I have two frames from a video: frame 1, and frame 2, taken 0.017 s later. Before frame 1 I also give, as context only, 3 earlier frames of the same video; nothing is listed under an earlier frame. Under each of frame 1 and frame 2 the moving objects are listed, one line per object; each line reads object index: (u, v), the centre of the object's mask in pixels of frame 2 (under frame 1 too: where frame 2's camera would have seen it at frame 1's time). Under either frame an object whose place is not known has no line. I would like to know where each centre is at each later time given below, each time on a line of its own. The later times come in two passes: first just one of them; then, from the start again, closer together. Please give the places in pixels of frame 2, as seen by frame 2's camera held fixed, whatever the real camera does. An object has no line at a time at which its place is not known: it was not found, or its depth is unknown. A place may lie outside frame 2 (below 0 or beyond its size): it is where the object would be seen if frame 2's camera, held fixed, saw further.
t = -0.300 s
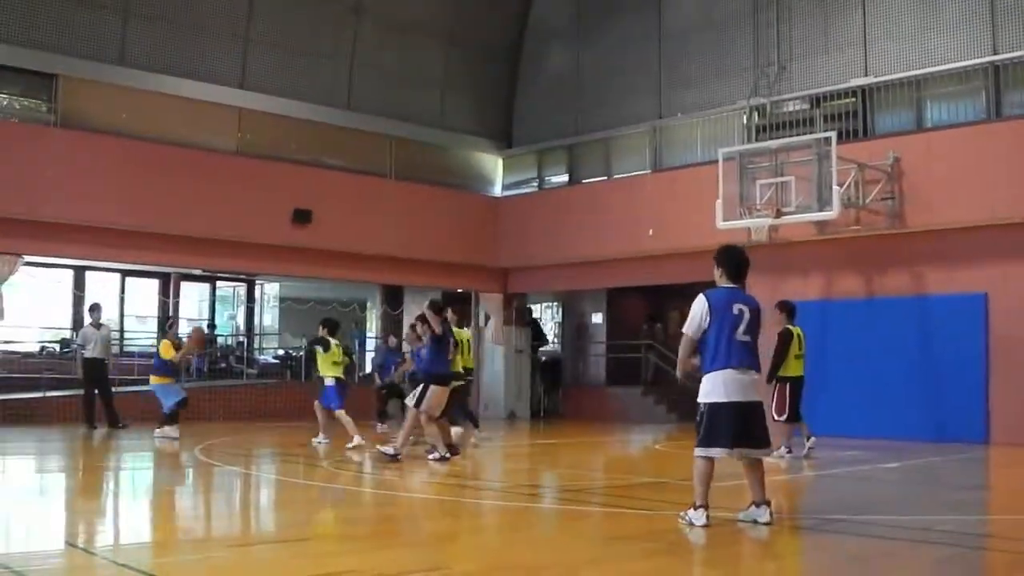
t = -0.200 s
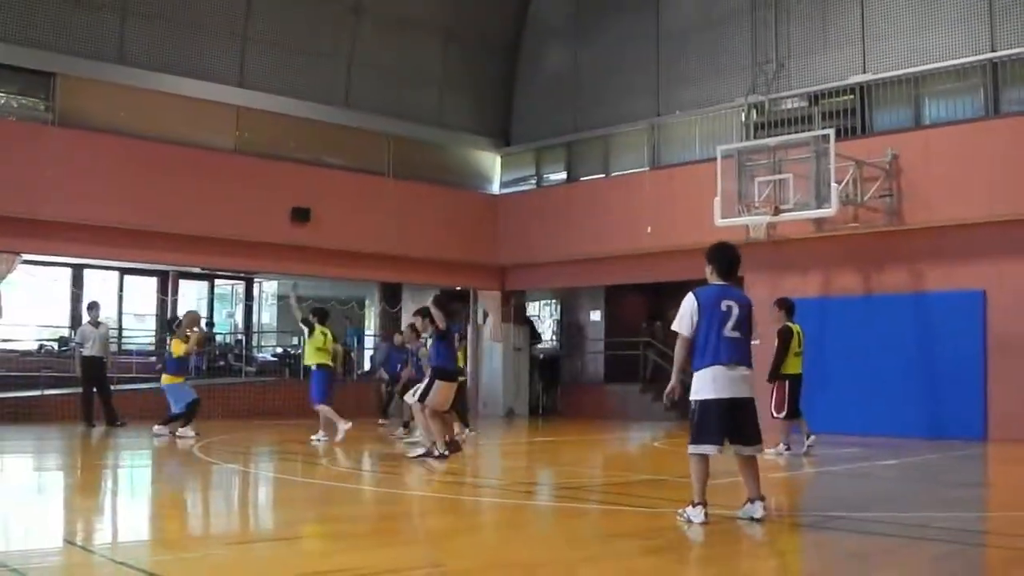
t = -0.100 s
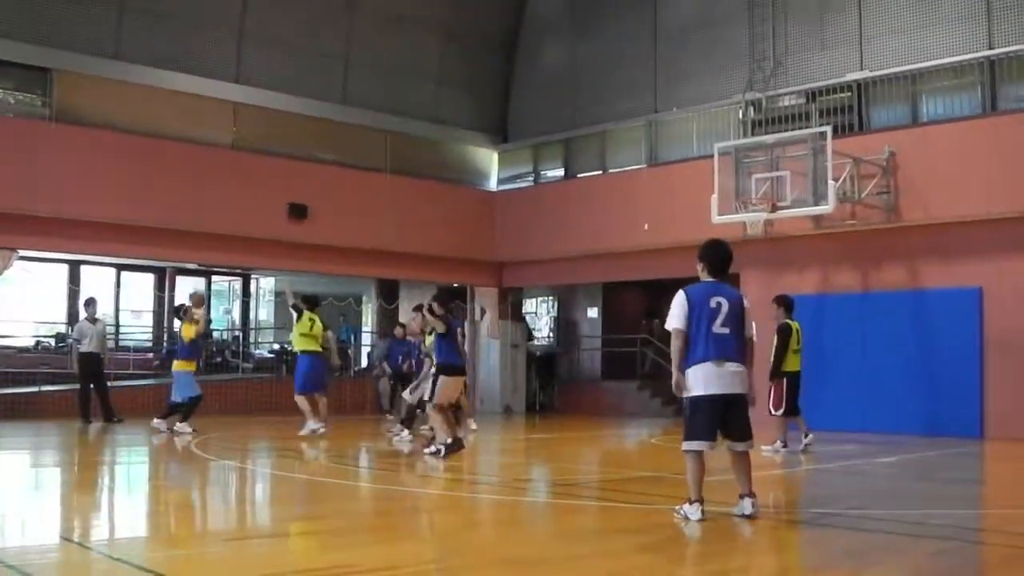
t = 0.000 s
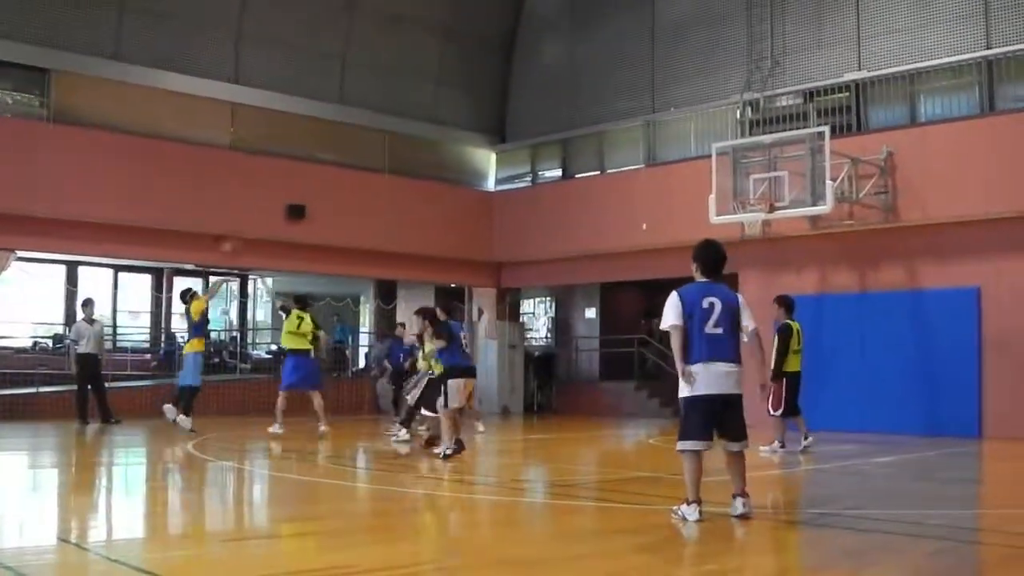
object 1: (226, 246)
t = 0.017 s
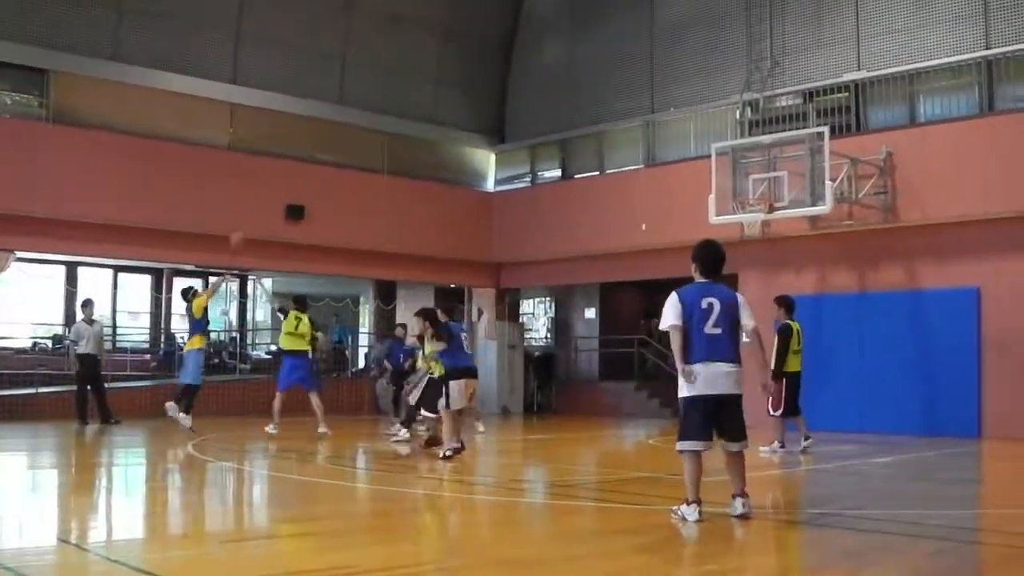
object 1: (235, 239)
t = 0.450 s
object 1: (420, 95)
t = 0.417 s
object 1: (408, 104)
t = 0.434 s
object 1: (410, 99)
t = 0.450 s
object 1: (420, 95)
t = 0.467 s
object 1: (426, 93)
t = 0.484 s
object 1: (434, 91)
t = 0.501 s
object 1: (440, 88)
